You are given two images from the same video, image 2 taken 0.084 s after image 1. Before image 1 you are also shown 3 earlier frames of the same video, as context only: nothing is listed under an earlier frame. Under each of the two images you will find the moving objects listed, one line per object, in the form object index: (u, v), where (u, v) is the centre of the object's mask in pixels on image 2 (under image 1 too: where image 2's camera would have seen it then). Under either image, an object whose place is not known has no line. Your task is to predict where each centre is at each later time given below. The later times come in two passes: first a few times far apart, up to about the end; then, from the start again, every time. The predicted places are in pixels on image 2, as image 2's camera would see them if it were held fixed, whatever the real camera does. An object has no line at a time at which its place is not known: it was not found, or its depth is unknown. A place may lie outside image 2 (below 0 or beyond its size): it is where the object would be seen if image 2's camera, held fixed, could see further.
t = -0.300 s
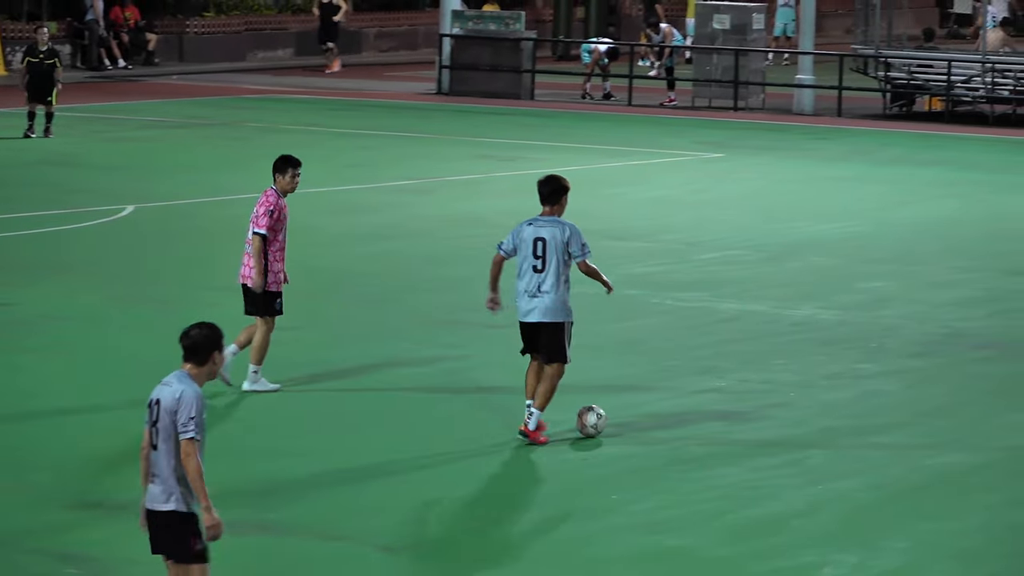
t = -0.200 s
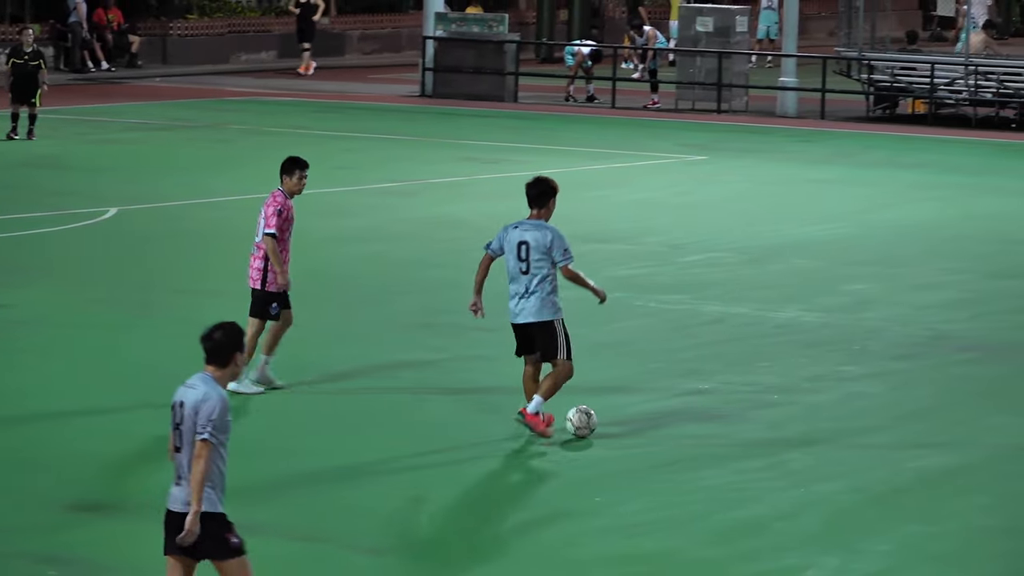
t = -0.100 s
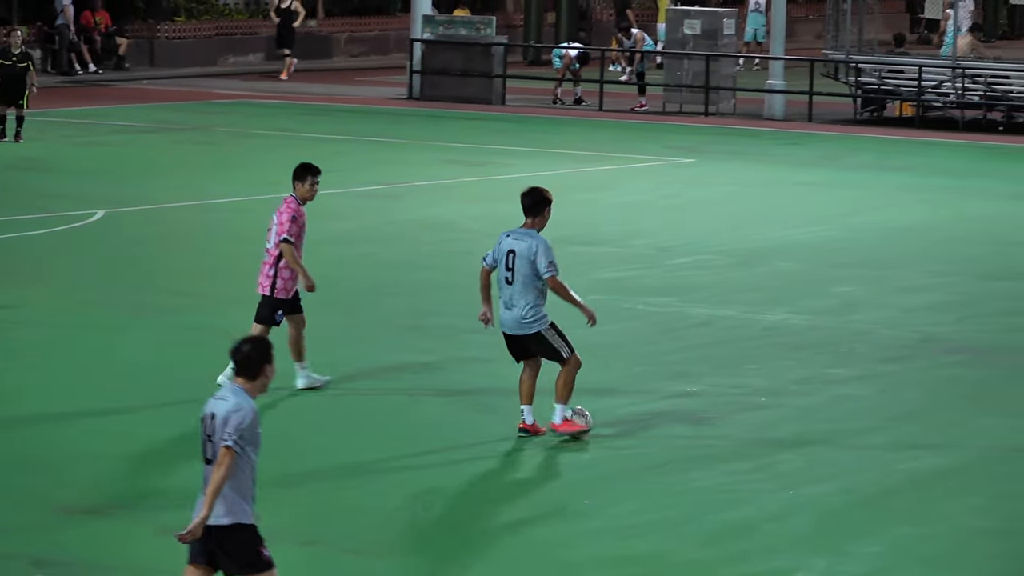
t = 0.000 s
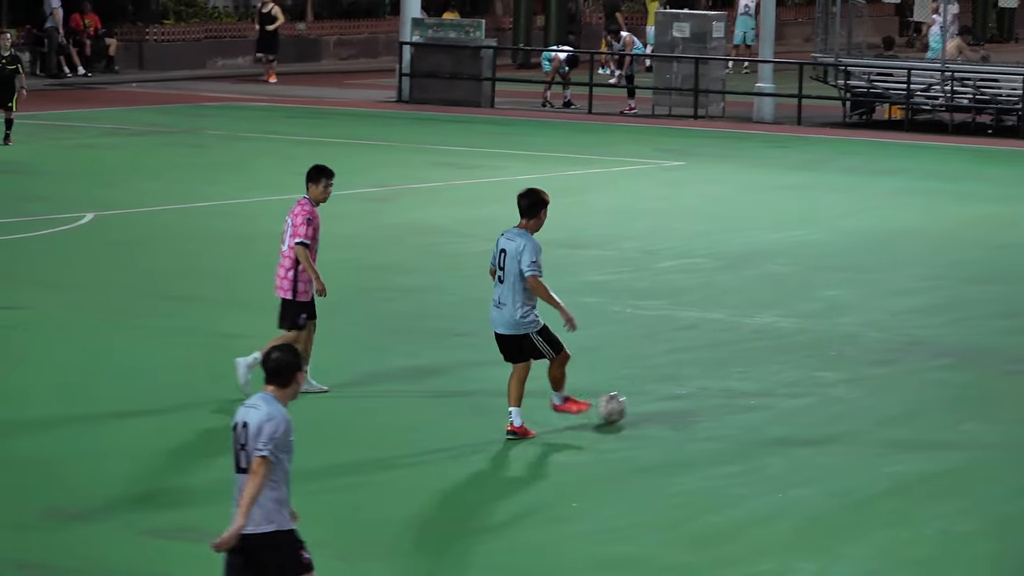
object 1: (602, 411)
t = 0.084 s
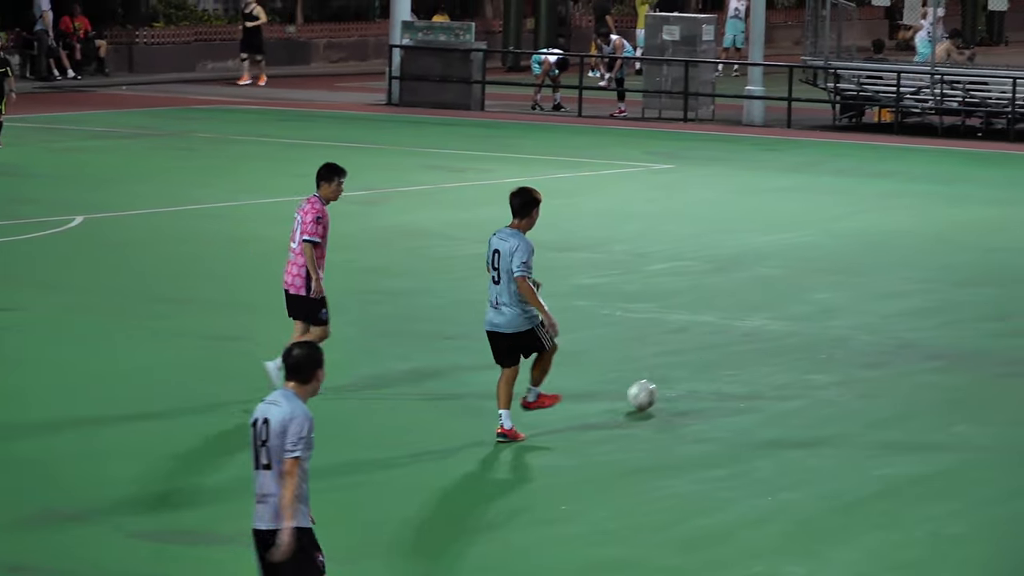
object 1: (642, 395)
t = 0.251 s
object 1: (710, 368)
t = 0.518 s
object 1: (792, 336)
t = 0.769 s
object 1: (848, 314)
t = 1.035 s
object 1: (900, 294)
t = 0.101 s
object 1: (649, 392)
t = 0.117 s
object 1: (656, 389)
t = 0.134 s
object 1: (664, 386)
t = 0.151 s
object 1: (672, 384)
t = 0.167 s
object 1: (678, 380)
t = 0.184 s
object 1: (686, 377)
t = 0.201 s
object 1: (691, 375)
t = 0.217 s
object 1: (698, 373)
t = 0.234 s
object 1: (704, 370)
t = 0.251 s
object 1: (710, 368)
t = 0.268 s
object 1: (717, 365)
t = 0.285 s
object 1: (722, 363)
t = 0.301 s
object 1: (728, 361)
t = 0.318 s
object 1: (733, 359)
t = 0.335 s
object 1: (739, 357)
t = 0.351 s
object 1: (745, 355)
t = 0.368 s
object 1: (750, 353)
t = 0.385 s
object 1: (755, 351)
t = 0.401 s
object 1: (760, 349)
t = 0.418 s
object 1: (764, 347)
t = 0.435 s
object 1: (769, 345)
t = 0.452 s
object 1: (774, 343)
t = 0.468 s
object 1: (779, 341)
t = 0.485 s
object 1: (784, 339)
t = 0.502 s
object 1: (788, 338)
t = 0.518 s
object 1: (792, 336)
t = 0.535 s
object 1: (796, 334)
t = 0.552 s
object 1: (800, 332)
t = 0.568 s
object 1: (805, 330)
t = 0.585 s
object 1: (808, 329)
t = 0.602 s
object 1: (812, 328)
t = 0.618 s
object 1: (816, 326)
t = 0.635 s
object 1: (819, 324)
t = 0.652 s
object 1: (823, 321)
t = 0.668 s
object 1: (828, 319)
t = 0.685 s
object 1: (831, 318)
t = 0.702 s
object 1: (835, 317)
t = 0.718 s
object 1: (838, 316)
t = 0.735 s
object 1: (841, 316)
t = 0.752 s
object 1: (845, 316)
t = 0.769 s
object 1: (848, 314)
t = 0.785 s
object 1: (852, 312)
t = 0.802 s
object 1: (855, 311)
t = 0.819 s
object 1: (858, 310)
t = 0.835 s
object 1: (862, 309)
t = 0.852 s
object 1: (865, 307)
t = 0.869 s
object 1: (868, 306)
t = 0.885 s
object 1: (872, 305)
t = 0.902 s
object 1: (875, 302)
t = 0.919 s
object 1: (878, 300)
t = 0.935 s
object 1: (881, 298)
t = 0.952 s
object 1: (885, 297)
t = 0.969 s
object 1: (888, 296)
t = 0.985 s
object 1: (891, 296)
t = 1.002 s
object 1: (894, 295)
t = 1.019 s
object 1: (897, 296)
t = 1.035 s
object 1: (900, 294)
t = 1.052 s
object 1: (903, 292)
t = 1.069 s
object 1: (906, 291)
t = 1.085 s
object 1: (909, 290)
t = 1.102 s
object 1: (912, 289)
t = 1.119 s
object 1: (914, 288)
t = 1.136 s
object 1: (918, 288)
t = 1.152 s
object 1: (920, 287)
